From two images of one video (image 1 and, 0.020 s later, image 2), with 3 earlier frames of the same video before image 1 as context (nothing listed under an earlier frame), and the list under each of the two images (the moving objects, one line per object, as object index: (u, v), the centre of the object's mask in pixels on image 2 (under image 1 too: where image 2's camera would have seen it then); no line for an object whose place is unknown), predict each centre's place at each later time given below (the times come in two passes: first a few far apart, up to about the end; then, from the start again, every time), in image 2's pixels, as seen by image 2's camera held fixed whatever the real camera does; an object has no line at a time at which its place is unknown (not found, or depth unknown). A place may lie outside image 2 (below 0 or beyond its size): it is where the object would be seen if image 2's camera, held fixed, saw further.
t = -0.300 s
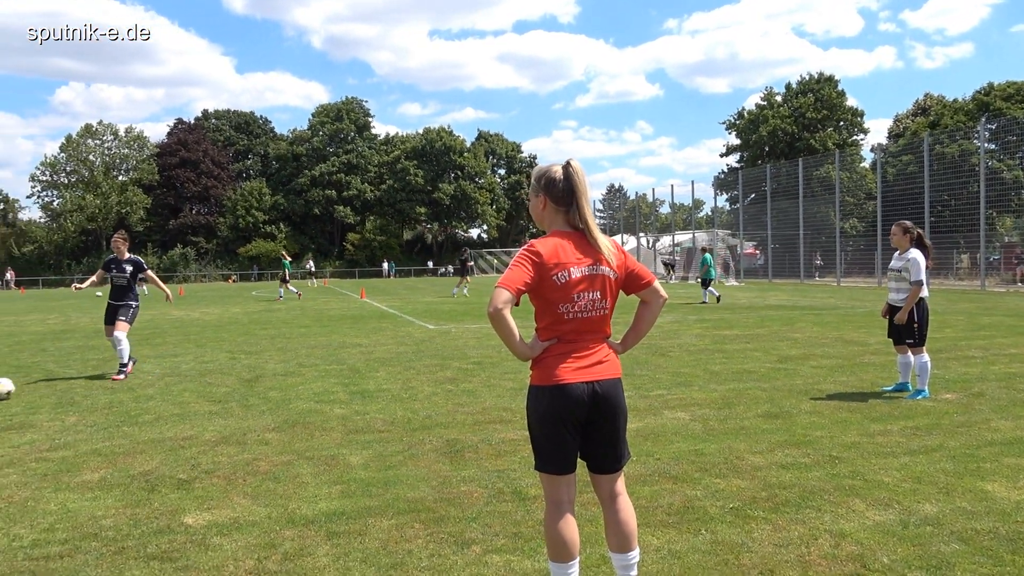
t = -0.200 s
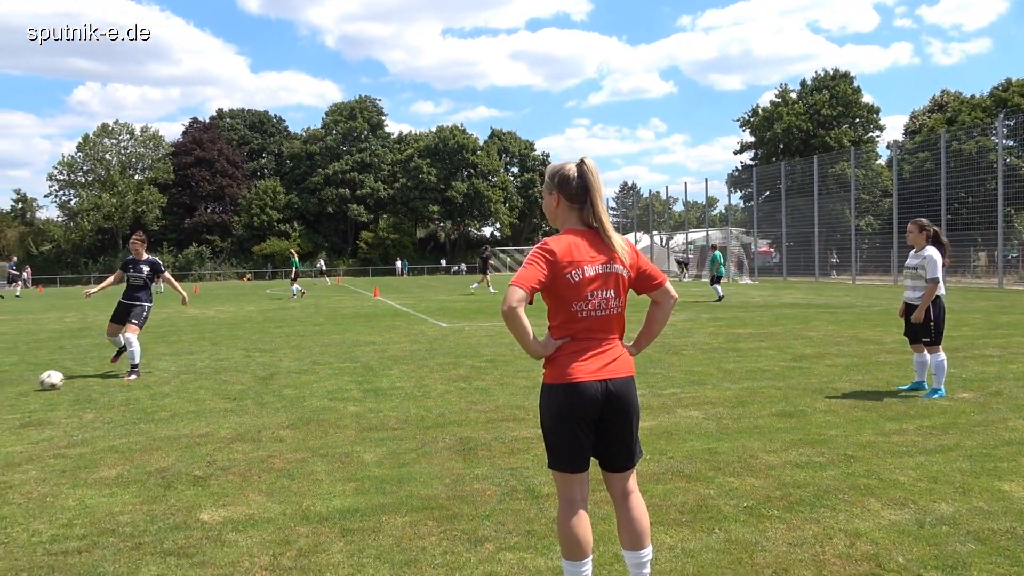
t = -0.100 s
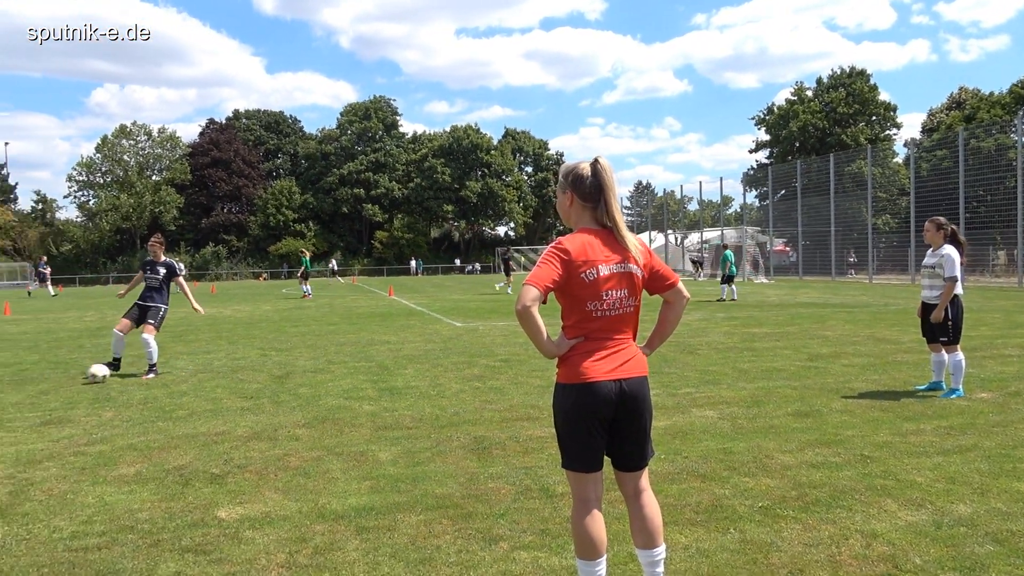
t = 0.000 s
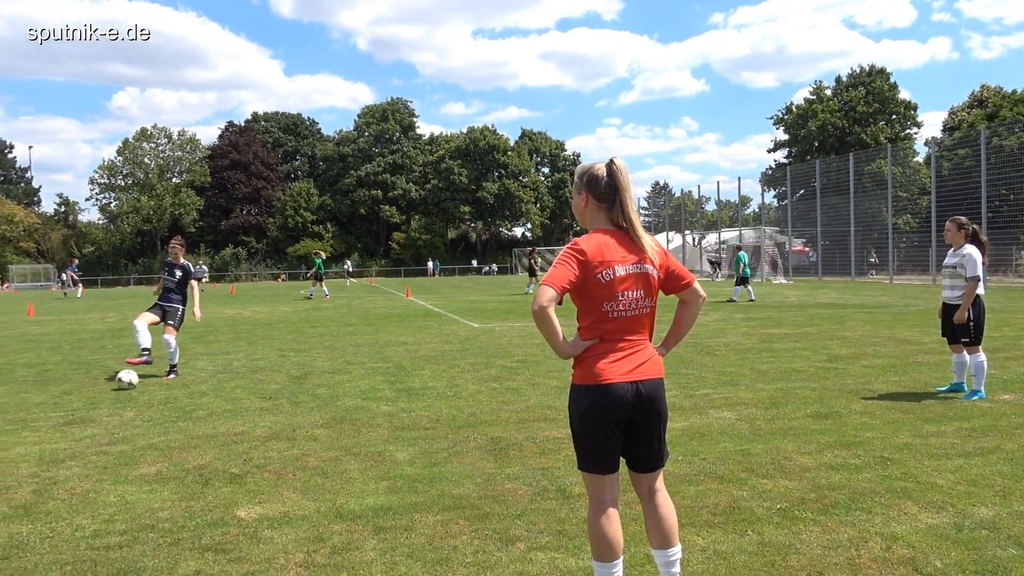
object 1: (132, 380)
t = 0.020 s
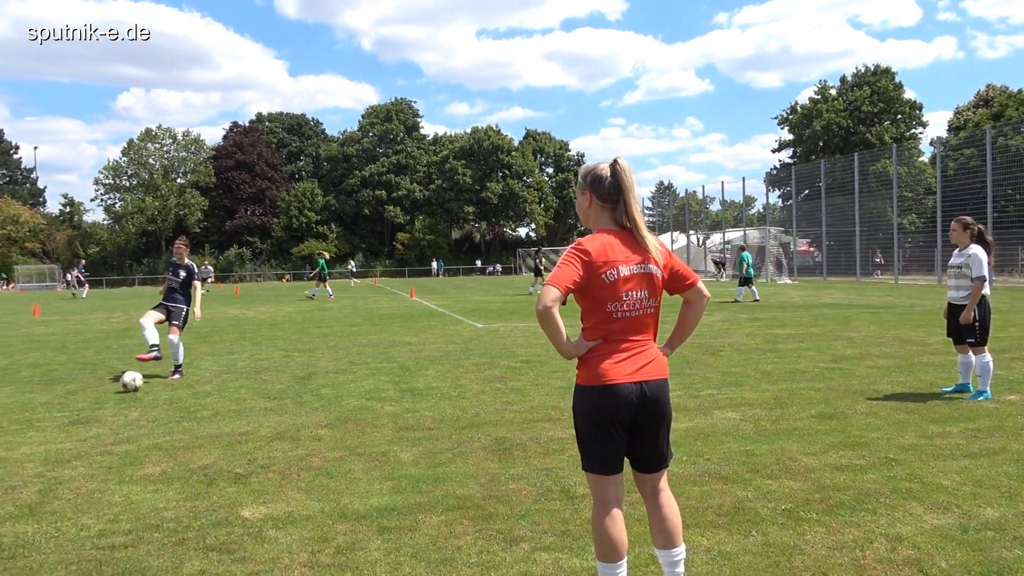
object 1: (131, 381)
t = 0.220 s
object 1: (129, 410)
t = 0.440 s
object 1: (128, 449)
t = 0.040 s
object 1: (131, 383)
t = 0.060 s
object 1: (131, 385)
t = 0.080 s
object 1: (131, 387)
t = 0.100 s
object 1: (130, 390)
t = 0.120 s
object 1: (130, 394)
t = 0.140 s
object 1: (130, 397)
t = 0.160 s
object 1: (129, 402)
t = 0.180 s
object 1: (129, 406)
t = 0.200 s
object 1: (129, 409)
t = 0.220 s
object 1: (129, 410)
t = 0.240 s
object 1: (128, 412)
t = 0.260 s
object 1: (128, 414)
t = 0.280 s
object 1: (128, 416)
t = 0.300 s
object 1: (128, 420)
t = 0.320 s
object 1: (128, 424)
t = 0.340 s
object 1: (127, 429)
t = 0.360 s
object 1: (128, 434)
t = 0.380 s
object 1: (128, 439)
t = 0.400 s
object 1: (128, 443)
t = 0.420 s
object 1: (128, 445)
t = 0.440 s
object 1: (128, 449)
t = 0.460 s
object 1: (128, 453)
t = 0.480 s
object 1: (128, 457)
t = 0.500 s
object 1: (128, 461)
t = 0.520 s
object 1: (128, 465)
